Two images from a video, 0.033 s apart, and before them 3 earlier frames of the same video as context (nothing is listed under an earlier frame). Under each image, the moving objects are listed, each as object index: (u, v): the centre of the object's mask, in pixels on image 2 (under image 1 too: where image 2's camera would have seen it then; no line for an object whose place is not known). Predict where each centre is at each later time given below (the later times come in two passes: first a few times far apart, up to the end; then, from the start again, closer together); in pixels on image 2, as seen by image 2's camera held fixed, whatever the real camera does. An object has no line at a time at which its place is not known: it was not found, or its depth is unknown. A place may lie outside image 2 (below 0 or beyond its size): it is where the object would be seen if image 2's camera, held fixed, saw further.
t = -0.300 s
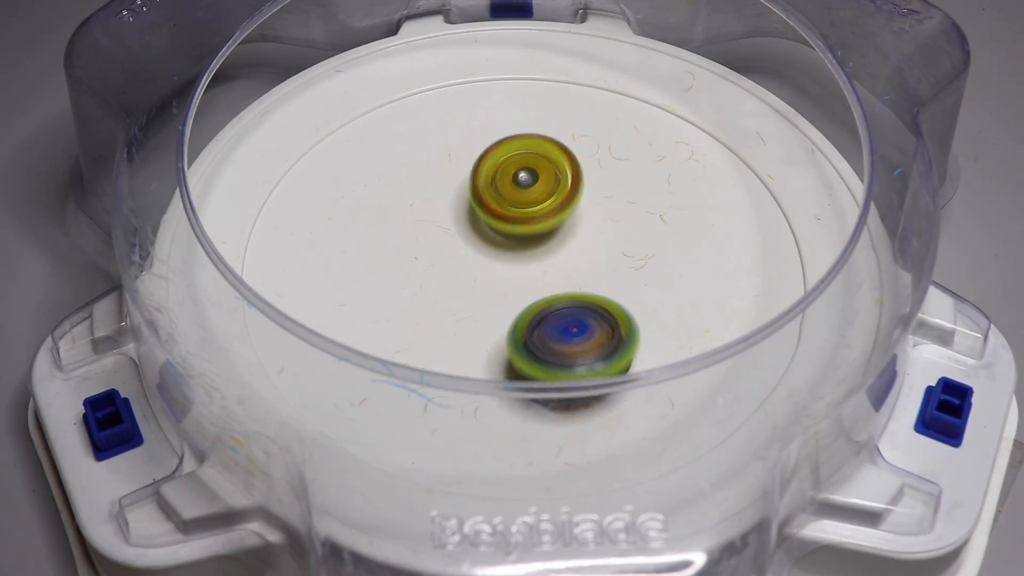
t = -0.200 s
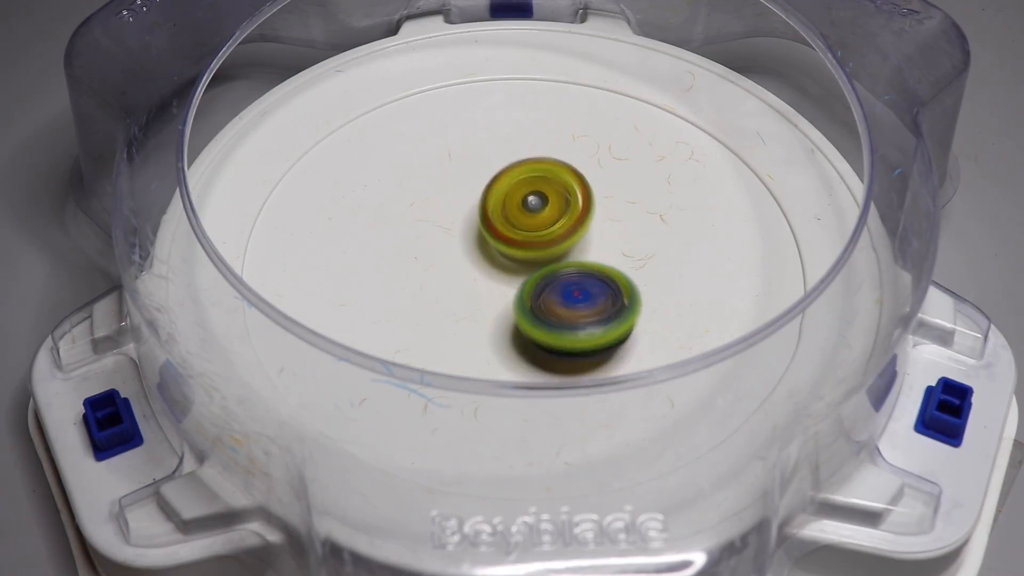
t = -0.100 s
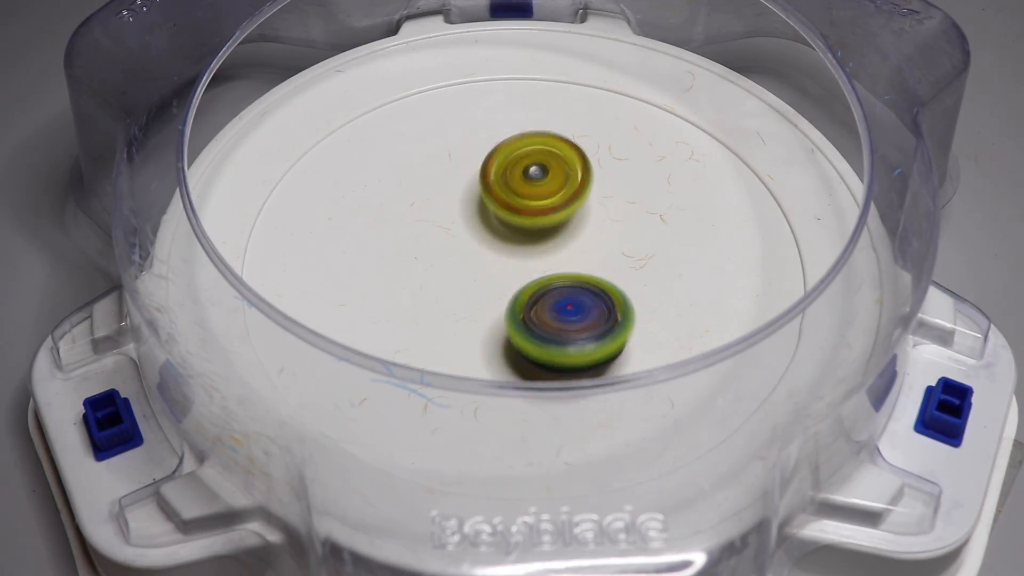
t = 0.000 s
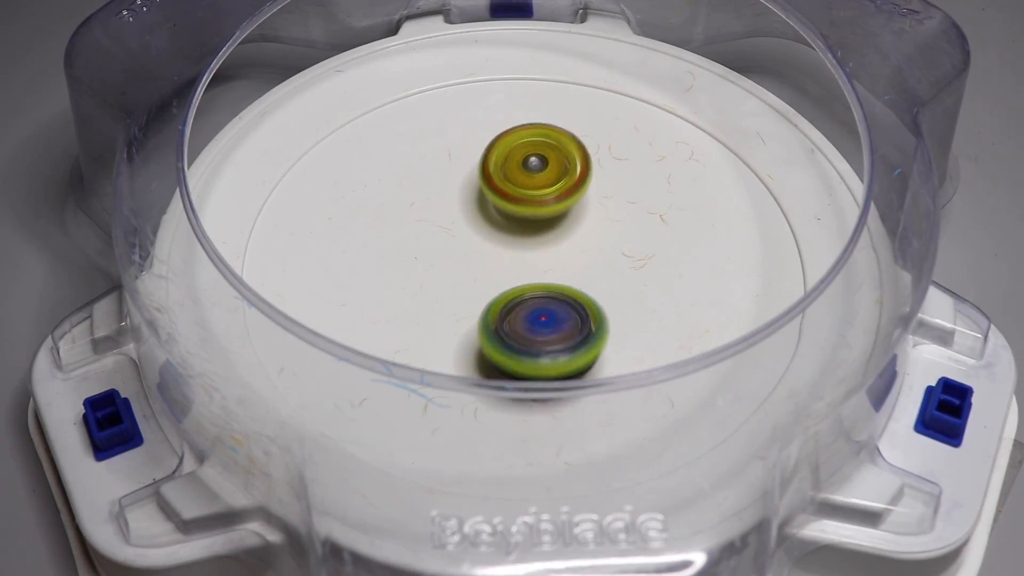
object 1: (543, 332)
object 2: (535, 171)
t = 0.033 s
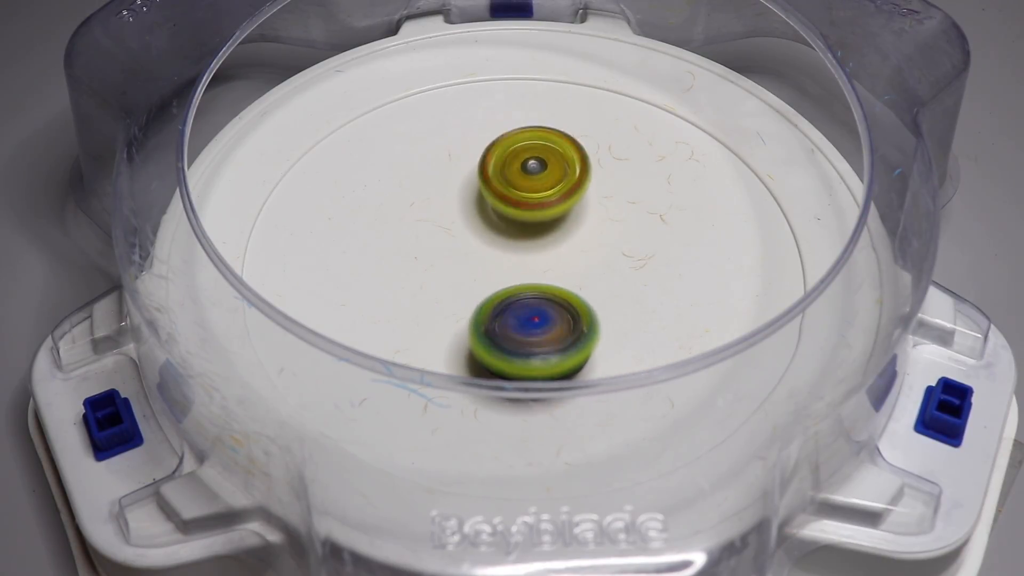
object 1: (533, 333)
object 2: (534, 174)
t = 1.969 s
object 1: (564, 204)
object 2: (473, 266)
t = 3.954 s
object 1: (458, 305)
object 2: (508, 217)
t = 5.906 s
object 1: (573, 266)
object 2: (440, 229)
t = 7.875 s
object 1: (574, 261)
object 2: (467, 183)
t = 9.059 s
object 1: (436, 263)
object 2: (551, 307)
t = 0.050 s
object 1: (529, 332)
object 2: (533, 177)
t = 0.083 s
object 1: (522, 331)
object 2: (533, 182)
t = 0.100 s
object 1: (519, 330)
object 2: (532, 185)
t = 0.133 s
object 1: (512, 328)
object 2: (532, 191)
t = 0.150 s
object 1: (508, 326)
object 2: (531, 194)
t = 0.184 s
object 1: (503, 322)
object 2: (530, 201)
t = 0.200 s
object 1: (500, 321)
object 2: (531, 204)
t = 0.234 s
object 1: (494, 316)
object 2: (530, 210)
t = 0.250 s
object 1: (491, 313)
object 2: (529, 214)
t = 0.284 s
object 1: (487, 307)
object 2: (530, 219)
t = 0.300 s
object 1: (475, 305)
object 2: (538, 221)
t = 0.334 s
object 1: (450, 305)
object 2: (560, 220)
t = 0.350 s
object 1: (440, 303)
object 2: (571, 219)
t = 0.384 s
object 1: (424, 300)
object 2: (586, 218)
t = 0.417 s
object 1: (413, 296)
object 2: (598, 218)
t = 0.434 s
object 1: (410, 294)
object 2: (601, 219)
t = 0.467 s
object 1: (406, 291)
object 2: (608, 221)
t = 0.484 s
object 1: (406, 289)
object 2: (609, 222)
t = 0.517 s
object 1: (408, 288)
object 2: (611, 224)
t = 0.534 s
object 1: (411, 286)
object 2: (610, 226)
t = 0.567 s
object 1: (417, 285)
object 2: (609, 228)
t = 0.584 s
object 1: (420, 284)
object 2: (607, 230)
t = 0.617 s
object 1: (428, 282)
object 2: (603, 233)
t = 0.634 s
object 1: (432, 281)
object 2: (600, 234)
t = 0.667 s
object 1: (441, 279)
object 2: (595, 237)
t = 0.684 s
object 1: (446, 277)
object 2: (591, 239)
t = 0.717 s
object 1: (457, 273)
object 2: (585, 241)
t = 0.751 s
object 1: (461, 268)
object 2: (585, 244)
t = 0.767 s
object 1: (457, 265)
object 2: (593, 244)
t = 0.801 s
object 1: (452, 260)
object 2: (602, 245)
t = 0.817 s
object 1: (450, 257)
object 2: (606, 246)
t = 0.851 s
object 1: (448, 253)
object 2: (608, 249)
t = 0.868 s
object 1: (448, 251)
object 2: (609, 250)
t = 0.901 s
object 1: (447, 246)
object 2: (609, 254)
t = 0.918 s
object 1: (447, 245)
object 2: (609, 255)
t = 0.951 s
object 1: (449, 240)
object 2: (608, 258)
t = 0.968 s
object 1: (449, 238)
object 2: (607, 259)
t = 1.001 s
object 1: (452, 234)
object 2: (604, 262)
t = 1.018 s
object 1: (454, 233)
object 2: (602, 263)
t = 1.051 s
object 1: (457, 229)
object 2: (599, 266)
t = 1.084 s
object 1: (462, 226)
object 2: (594, 270)
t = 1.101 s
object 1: (465, 224)
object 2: (592, 270)
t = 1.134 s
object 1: (470, 221)
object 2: (587, 273)
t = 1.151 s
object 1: (473, 220)
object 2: (584, 273)
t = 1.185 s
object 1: (478, 217)
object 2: (579, 276)
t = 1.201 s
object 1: (481, 216)
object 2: (575, 276)
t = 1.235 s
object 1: (486, 213)
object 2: (571, 281)
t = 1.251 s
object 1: (486, 208)
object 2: (572, 286)
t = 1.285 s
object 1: (487, 200)
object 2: (569, 293)
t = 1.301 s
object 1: (487, 196)
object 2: (568, 295)
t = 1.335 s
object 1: (488, 190)
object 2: (563, 299)
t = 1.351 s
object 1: (489, 187)
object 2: (561, 301)
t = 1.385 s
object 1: (491, 183)
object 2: (556, 302)
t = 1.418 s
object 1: (493, 182)
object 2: (550, 302)
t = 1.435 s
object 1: (494, 181)
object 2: (547, 301)
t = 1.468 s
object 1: (496, 181)
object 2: (542, 300)
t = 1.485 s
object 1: (497, 181)
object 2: (538, 298)
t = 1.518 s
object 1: (500, 184)
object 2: (534, 296)
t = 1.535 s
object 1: (502, 185)
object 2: (531, 293)
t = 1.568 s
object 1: (505, 189)
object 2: (525, 290)
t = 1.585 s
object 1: (507, 191)
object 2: (523, 288)
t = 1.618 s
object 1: (511, 194)
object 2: (515, 284)
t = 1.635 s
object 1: (514, 194)
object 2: (512, 286)
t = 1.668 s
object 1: (519, 192)
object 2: (504, 288)
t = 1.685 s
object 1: (521, 190)
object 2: (500, 288)
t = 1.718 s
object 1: (525, 189)
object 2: (494, 288)
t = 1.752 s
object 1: (530, 189)
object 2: (489, 287)
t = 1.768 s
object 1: (532, 190)
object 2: (486, 286)
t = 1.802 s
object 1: (537, 191)
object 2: (484, 284)
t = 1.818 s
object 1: (539, 192)
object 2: (482, 282)
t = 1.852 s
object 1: (543, 195)
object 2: (480, 278)
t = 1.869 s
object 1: (545, 197)
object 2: (481, 277)
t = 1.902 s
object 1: (549, 201)
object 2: (479, 272)
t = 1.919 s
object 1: (553, 201)
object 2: (478, 270)
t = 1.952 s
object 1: (560, 202)
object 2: (474, 269)
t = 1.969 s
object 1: (564, 204)
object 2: (473, 266)
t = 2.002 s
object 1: (569, 206)
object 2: (473, 263)
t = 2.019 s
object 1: (572, 208)
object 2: (472, 262)
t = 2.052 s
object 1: (576, 211)
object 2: (473, 258)
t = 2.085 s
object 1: (583, 215)
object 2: (471, 255)
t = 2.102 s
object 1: (588, 215)
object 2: (468, 255)
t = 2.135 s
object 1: (595, 217)
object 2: (467, 251)
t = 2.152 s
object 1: (598, 219)
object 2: (467, 250)
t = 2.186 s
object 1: (604, 222)
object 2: (468, 247)
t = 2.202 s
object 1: (606, 222)
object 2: (470, 245)
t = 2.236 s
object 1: (609, 226)
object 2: (474, 243)
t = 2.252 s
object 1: (610, 228)
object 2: (475, 241)
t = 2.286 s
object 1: (612, 232)
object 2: (480, 239)
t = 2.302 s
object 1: (612, 233)
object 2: (483, 239)
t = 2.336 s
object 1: (611, 237)
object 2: (489, 237)
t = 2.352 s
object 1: (614, 239)
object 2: (489, 235)
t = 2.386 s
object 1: (622, 245)
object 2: (485, 231)
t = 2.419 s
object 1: (628, 249)
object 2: (485, 227)
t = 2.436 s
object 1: (630, 253)
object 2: (485, 224)
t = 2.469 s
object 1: (633, 258)
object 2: (488, 222)
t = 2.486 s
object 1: (634, 259)
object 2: (489, 223)
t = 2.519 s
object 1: (634, 263)
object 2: (492, 222)
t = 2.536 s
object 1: (633, 266)
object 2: (496, 222)
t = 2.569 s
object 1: (630, 269)
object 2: (501, 223)
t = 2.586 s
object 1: (628, 270)
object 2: (502, 222)
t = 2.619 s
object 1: (623, 273)
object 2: (509, 224)
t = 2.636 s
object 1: (621, 274)
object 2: (512, 226)
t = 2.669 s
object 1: (623, 284)
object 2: (510, 222)
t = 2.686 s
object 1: (628, 289)
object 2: (507, 217)
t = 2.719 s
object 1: (634, 298)
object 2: (501, 211)
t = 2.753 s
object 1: (639, 305)
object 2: (499, 208)
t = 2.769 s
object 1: (640, 307)
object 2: (498, 207)
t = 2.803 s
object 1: (640, 311)
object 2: (498, 206)
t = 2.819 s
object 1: (640, 312)
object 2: (500, 206)
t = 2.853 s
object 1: (636, 315)
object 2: (502, 208)
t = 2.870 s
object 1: (634, 317)
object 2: (503, 209)
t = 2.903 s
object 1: (628, 318)
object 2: (506, 212)
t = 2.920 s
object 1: (625, 317)
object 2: (508, 215)
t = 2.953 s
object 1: (616, 317)
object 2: (512, 219)
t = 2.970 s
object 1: (611, 316)
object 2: (513, 220)
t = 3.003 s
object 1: (600, 312)
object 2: (516, 225)
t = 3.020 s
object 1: (594, 312)
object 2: (518, 228)
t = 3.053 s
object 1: (584, 312)
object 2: (522, 223)
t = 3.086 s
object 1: (574, 321)
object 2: (520, 215)
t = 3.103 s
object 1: (570, 325)
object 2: (518, 208)
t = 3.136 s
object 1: (561, 331)
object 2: (514, 201)
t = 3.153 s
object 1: (557, 333)
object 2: (512, 196)
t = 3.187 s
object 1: (549, 336)
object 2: (511, 191)
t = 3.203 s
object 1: (545, 338)
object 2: (512, 191)
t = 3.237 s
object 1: (538, 339)
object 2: (511, 190)
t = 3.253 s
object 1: (534, 340)
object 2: (508, 190)
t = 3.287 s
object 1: (527, 341)
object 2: (506, 191)
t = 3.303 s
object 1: (523, 341)
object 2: (506, 190)
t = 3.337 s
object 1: (516, 341)
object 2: (504, 191)
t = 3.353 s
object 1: (512, 340)
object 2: (502, 193)
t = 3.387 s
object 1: (504, 339)
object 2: (501, 194)
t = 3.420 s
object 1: (497, 337)
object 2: (500, 195)
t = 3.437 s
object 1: (494, 336)
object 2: (498, 195)
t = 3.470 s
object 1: (488, 333)
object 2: (497, 197)
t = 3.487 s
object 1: (484, 331)
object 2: (499, 198)
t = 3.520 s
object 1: (478, 327)
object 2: (498, 200)
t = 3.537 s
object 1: (476, 325)
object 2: (495, 202)
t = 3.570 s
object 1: (472, 318)
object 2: (495, 204)
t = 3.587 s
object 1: (470, 315)
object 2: (495, 204)
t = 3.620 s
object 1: (468, 306)
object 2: (494, 207)
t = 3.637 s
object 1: (466, 304)
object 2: (494, 209)
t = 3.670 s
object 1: (463, 303)
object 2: (497, 209)
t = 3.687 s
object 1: (461, 304)
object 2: (498, 208)
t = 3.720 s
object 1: (457, 306)
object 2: (501, 207)
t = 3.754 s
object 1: (455, 307)
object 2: (503, 208)
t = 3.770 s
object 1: (454, 308)
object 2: (504, 207)
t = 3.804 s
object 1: (453, 310)
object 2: (504, 209)
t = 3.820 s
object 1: (453, 308)
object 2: (506, 211)
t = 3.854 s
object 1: (453, 309)
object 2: (507, 213)
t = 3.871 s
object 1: (454, 309)
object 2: (506, 213)
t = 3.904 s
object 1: (455, 307)
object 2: (506, 216)
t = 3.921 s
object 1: (456, 307)
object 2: (509, 216)
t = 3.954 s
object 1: (458, 305)
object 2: (508, 217)
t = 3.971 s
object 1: (459, 304)
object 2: (510, 219)
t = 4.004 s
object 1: (459, 304)
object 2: (514, 218)
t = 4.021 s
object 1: (459, 303)
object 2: (514, 218)
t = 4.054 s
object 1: (459, 301)
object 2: (516, 220)
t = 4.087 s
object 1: (457, 302)
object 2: (520, 220)
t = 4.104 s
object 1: (456, 301)
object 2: (523, 219)
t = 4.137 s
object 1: (455, 300)
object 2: (525, 221)
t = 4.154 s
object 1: (455, 300)
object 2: (526, 222)
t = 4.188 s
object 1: (455, 297)
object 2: (529, 223)
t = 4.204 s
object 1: (455, 296)
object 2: (529, 223)
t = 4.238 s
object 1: (455, 296)
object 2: (533, 224)
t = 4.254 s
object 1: (454, 294)
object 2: (535, 224)
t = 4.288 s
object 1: (454, 293)
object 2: (538, 225)
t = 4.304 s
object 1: (454, 292)
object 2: (541, 226)
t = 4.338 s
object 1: (453, 290)
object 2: (544, 227)
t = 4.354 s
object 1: (453, 289)
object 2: (544, 228)
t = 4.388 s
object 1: (453, 286)
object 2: (548, 230)
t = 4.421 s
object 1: (450, 283)
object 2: (554, 230)
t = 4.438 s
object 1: (449, 281)
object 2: (555, 231)
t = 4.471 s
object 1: (449, 277)
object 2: (557, 233)
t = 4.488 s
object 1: (449, 275)
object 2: (559, 233)
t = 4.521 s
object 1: (451, 272)
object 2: (560, 235)
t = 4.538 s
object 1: (452, 271)
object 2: (562, 237)
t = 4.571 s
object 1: (452, 266)
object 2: (566, 238)
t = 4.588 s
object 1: (453, 265)
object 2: (566, 240)
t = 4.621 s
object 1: (452, 261)
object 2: (571, 242)
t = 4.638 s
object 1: (451, 259)
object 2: (572, 243)
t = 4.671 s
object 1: (452, 257)
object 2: (572, 245)
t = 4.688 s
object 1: (453, 255)
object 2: (575, 246)
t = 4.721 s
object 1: (456, 253)
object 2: (574, 248)
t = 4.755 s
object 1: (459, 248)
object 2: (576, 252)
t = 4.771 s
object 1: (459, 247)
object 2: (578, 254)
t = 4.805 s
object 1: (462, 243)
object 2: (579, 257)
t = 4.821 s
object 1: (464, 240)
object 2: (579, 259)
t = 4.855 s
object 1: (468, 238)
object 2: (579, 262)
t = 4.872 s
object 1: (470, 236)
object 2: (579, 264)
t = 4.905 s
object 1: (470, 230)
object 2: (584, 270)
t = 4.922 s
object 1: (471, 227)
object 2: (584, 271)
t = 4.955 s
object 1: (474, 224)
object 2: (582, 275)
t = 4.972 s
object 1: (476, 223)
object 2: (582, 276)
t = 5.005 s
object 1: (480, 221)
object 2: (579, 278)
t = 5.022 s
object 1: (483, 221)
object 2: (579, 279)
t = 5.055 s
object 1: (487, 220)
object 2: (576, 281)
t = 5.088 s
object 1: (493, 220)
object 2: (573, 282)
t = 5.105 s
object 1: (496, 218)
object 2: (571, 284)
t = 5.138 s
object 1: (500, 217)
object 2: (567, 289)
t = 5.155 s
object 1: (503, 215)
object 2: (564, 291)
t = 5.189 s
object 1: (508, 214)
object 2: (560, 294)
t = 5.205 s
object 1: (511, 213)
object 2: (557, 294)
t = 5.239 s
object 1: (515, 213)
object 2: (552, 296)
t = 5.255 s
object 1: (519, 213)
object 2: (551, 296)
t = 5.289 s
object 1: (524, 212)
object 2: (543, 298)
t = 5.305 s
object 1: (527, 212)
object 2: (540, 299)
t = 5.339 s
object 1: (533, 213)
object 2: (533, 301)
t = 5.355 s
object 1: (536, 214)
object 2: (529, 301)
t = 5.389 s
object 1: (542, 214)
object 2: (522, 300)
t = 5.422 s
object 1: (547, 216)
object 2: (515, 299)
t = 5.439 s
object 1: (550, 217)
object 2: (510, 299)
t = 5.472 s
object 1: (554, 220)
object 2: (504, 298)
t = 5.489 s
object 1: (557, 221)
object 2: (499, 297)
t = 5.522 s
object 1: (560, 224)
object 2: (494, 295)
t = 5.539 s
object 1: (562, 225)
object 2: (490, 293)
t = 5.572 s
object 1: (565, 228)
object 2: (482, 290)
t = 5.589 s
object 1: (567, 230)
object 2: (478, 287)
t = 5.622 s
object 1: (568, 233)
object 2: (472, 283)
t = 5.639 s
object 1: (569, 235)
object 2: (470, 281)
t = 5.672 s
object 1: (569, 239)
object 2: (465, 275)
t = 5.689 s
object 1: (570, 240)
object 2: (464, 273)
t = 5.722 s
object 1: (570, 245)
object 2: (461, 267)
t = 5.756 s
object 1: (573, 248)
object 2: (453, 261)
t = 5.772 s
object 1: (574, 251)
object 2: (449, 256)
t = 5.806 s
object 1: (576, 255)
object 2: (443, 248)
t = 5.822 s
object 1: (576, 257)
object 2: (441, 245)
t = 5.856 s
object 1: (576, 260)
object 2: (440, 238)
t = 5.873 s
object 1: (575, 262)
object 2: (439, 235)
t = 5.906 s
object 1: (573, 266)
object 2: (440, 229)
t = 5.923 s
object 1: (571, 268)
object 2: (440, 227)
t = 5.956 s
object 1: (568, 272)
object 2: (443, 223)
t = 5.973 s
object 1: (566, 273)
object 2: (444, 220)
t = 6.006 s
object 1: (562, 276)
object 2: (449, 217)
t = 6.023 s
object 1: (559, 276)
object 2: (451, 215)
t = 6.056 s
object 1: (555, 277)
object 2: (456, 213)
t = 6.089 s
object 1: (550, 279)
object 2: (464, 209)
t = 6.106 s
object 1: (549, 282)
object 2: (467, 209)
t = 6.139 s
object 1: (544, 282)
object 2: (477, 206)
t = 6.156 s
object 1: (543, 284)
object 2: (481, 205)
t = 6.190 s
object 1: (540, 288)
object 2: (491, 200)
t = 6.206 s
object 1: (539, 290)
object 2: (495, 196)
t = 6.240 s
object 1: (536, 293)
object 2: (507, 192)
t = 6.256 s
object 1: (535, 294)
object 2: (511, 189)
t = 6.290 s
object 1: (531, 295)
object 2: (522, 188)
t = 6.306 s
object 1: (530, 295)
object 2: (527, 186)
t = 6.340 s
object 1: (525, 295)
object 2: (538, 186)
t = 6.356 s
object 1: (523, 295)
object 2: (543, 185)
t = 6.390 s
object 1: (518, 294)
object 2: (552, 186)
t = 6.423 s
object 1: (514, 292)
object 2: (564, 188)
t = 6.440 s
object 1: (513, 291)
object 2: (568, 190)
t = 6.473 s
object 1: (508, 290)
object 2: (578, 194)
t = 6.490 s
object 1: (506, 290)
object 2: (582, 195)
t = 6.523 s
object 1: (503, 286)
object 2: (591, 201)
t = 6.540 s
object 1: (502, 285)
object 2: (594, 204)
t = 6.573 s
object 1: (499, 282)
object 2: (600, 210)
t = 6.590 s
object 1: (500, 280)
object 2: (603, 213)
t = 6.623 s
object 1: (497, 276)
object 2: (609, 220)
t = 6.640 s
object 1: (497, 275)
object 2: (610, 223)
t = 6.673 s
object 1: (495, 271)
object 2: (613, 232)
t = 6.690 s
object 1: (495, 270)
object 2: (615, 235)
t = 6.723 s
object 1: (494, 267)
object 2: (616, 245)
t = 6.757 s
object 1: (493, 263)
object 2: (616, 254)
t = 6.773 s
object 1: (494, 263)
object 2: (614, 258)
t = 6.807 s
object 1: (494, 259)
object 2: (613, 267)
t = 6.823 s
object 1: (494, 258)
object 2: (611, 271)
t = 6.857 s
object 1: (494, 254)
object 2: (608, 281)
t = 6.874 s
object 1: (494, 252)
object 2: (605, 284)
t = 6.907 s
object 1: (495, 249)
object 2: (600, 293)
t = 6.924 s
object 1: (495, 247)
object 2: (595, 297)
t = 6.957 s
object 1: (497, 244)
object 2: (588, 304)
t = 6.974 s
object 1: (498, 242)
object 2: (584, 307)
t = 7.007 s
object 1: (500, 241)
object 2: (575, 313)
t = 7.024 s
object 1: (500, 239)
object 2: (568, 316)
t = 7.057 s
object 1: (503, 237)
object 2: (557, 320)
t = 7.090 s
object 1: (506, 236)
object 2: (546, 322)
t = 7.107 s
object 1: (508, 234)
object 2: (540, 324)
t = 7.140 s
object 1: (511, 234)
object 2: (527, 324)
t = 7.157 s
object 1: (512, 232)
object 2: (521, 324)
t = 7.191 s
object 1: (516, 232)
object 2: (509, 322)
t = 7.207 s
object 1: (517, 231)
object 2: (503, 321)
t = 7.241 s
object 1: (522, 230)
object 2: (491, 318)
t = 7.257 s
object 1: (523, 231)
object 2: (486, 316)
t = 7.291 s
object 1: (527, 230)
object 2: (475, 310)
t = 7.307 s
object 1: (529, 231)
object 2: (470, 307)
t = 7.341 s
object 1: (532, 230)
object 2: (460, 300)
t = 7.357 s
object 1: (534, 231)
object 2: (456, 298)
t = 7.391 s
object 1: (538, 231)
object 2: (447, 291)
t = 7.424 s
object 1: (541, 230)
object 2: (440, 284)
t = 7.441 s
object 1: (543, 232)
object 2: (437, 279)
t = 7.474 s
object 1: (545, 232)
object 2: (433, 272)
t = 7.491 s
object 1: (548, 232)
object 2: (432, 267)
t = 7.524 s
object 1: (549, 234)
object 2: (430, 259)
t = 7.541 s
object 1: (552, 235)
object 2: (430, 254)
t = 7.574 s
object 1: (553, 237)
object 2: (431, 245)
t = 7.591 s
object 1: (555, 237)
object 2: (430, 240)
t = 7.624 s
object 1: (556, 240)
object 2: (434, 233)
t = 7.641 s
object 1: (556, 240)
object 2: (435, 228)
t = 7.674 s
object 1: (561, 244)
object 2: (437, 218)
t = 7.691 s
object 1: (563, 246)
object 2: (437, 214)
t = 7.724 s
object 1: (569, 249)
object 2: (439, 205)
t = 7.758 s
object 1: (573, 252)
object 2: (442, 198)
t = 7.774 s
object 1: (573, 254)
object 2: (445, 194)
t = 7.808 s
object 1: (575, 256)
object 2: (451, 190)
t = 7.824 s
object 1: (575, 258)
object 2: (455, 187)
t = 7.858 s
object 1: (574, 260)
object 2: (462, 185)
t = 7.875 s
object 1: (574, 261)
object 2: (467, 183)
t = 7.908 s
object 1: (572, 264)
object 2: (476, 183)
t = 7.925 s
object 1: (571, 264)
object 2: (480, 181)
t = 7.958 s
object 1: (568, 267)
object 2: (491, 181)
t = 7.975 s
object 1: (567, 268)
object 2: (496, 181)
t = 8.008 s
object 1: (563, 270)
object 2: (509, 182)
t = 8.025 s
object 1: (561, 272)
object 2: (513, 183)
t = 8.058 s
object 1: (557, 280)
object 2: (528, 180)
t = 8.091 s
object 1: (553, 287)
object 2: (542, 178)
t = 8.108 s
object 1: (551, 291)
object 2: (548, 178)
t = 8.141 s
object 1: (548, 297)
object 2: (560, 179)
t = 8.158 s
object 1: (547, 301)
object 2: (566, 179)
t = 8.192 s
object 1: (545, 307)
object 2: (576, 184)
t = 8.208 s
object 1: (544, 310)
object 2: (582, 185)
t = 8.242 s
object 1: (542, 315)
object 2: (592, 189)
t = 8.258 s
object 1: (540, 317)
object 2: (595, 193)
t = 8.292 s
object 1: (539, 323)
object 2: (604, 200)
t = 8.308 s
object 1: (538, 321)
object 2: (606, 205)
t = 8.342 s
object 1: (536, 324)
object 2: (613, 211)
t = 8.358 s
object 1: (535, 325)
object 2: (614, 217)
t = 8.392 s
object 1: (532, 325)
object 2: (618, 226)
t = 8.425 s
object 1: (528, 326)
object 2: (621, 237)
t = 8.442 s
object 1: (527, 322)
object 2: (620, 240)
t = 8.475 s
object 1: (523, 318)
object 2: (622, 252)
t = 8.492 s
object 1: (520, 316)
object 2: (623, 257)
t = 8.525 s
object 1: (509, 316)
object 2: (623, 264)
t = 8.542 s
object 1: (504, 316)
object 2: (622, 270)
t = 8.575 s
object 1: (494, 314)
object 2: (619, 276)
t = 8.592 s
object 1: (489, 314)
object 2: (617, 281)
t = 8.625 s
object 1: (480, 313)
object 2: (609, 289)
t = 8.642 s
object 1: (477, 312)
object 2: (604, 291)
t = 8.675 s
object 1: (471, 310)
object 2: (596, 299)
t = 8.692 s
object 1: (469, 309)
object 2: (590, 302)
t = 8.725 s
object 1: (446, 303)
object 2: (597, 311)
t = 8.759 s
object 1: (425, 296)
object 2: (602, 317)
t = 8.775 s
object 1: (418, 291)
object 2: (602, 320)
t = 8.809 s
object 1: (404, 287)
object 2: (599, 323)
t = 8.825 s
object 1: (399, 284)
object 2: (597, 325)
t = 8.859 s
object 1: (395, 277)
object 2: (594, 323)
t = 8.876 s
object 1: (393, 278)
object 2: (593, 323)
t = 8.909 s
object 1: (396, 275)
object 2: (585, 322)
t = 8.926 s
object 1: (401, 273)
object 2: (581, 321)
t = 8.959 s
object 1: (411, 271)
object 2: (572, 318)
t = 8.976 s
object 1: (417, 270)
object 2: (568, 316)
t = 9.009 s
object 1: (428, 270)
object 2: (557, 311)
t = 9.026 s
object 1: (433, 270)
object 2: (552, 307)
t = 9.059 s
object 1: (436, 263)
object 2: (551, 307)
